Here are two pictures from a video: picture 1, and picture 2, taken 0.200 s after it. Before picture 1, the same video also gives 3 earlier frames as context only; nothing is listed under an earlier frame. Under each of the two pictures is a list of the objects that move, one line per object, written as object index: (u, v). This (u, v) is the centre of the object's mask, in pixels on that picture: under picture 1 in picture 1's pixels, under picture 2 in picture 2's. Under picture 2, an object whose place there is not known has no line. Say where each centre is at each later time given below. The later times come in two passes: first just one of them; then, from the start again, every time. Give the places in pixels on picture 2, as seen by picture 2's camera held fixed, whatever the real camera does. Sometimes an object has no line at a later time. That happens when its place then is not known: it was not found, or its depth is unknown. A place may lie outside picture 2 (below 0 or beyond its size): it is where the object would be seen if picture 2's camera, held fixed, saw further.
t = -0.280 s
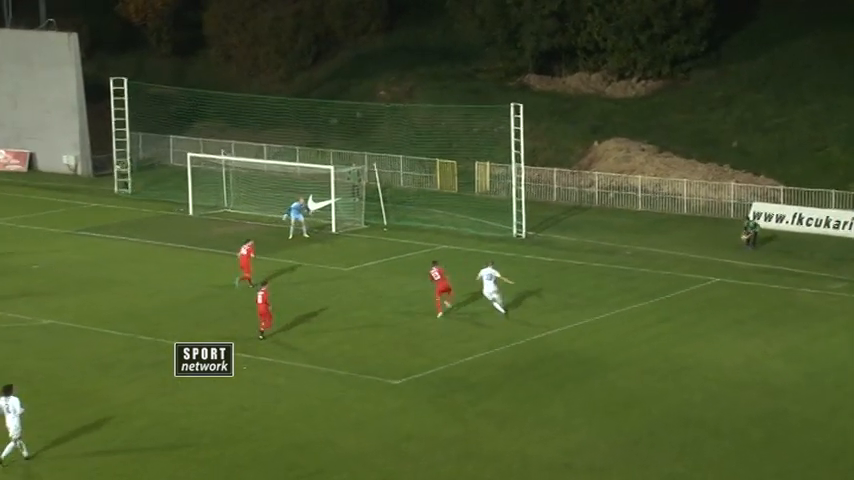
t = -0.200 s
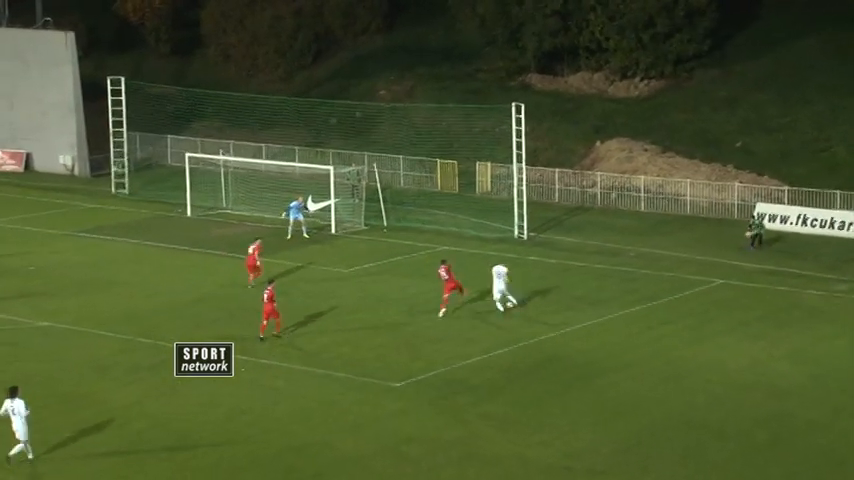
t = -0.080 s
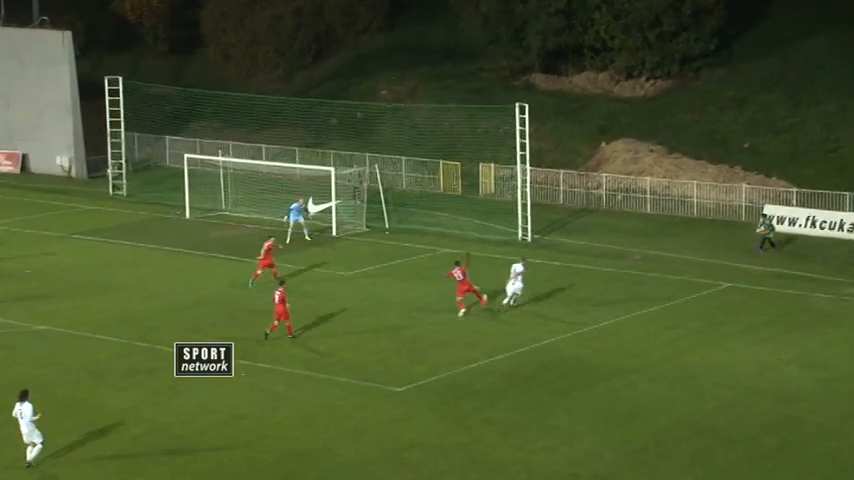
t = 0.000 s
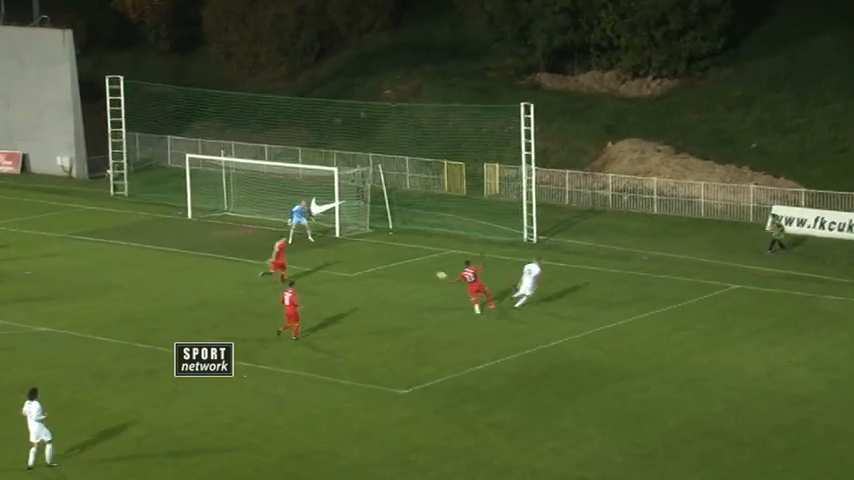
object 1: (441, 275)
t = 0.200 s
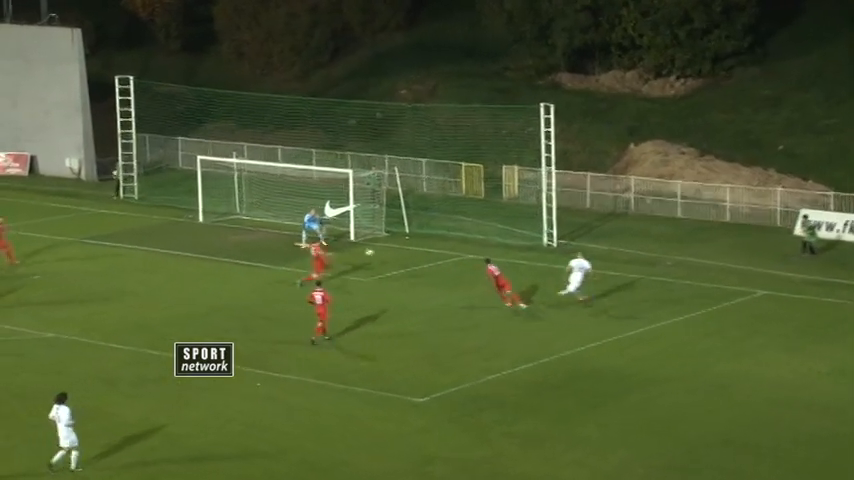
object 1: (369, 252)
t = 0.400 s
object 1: (287, 238)
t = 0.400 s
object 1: (287, 238)
